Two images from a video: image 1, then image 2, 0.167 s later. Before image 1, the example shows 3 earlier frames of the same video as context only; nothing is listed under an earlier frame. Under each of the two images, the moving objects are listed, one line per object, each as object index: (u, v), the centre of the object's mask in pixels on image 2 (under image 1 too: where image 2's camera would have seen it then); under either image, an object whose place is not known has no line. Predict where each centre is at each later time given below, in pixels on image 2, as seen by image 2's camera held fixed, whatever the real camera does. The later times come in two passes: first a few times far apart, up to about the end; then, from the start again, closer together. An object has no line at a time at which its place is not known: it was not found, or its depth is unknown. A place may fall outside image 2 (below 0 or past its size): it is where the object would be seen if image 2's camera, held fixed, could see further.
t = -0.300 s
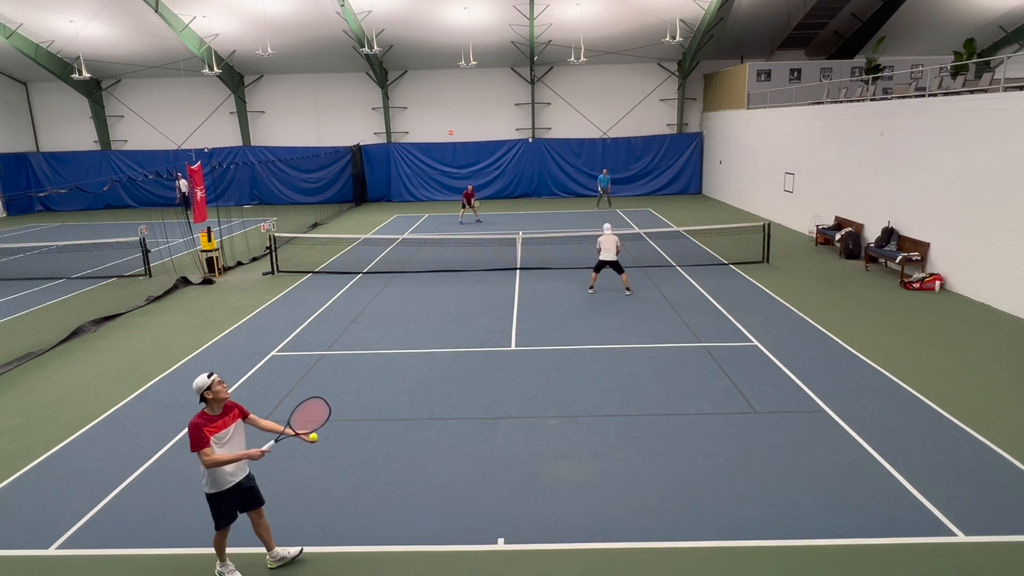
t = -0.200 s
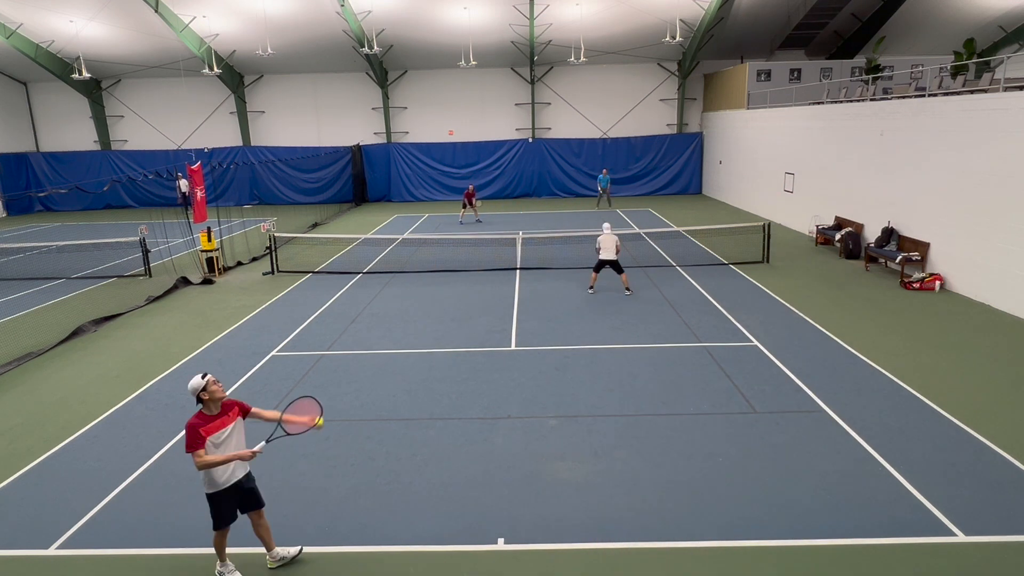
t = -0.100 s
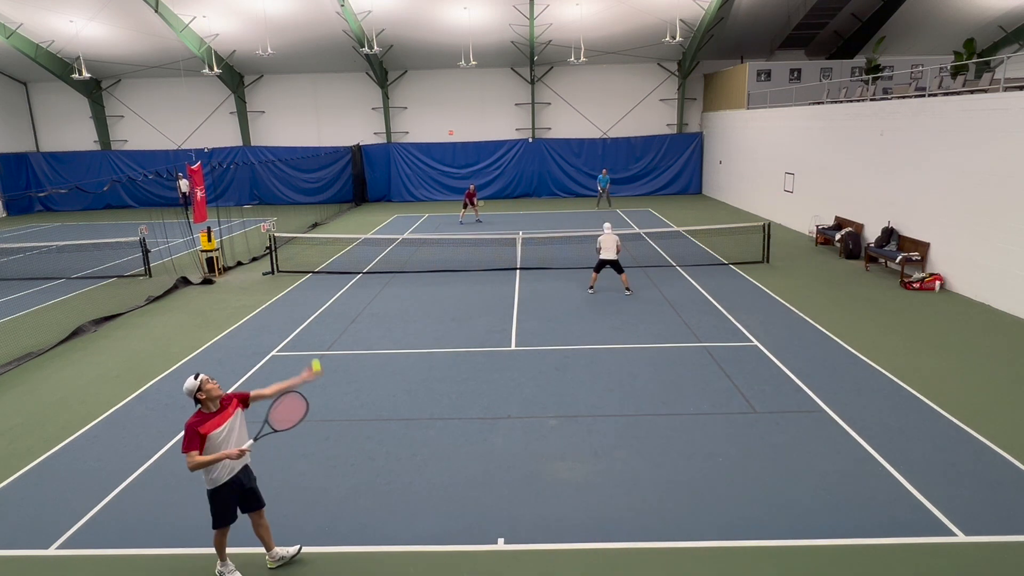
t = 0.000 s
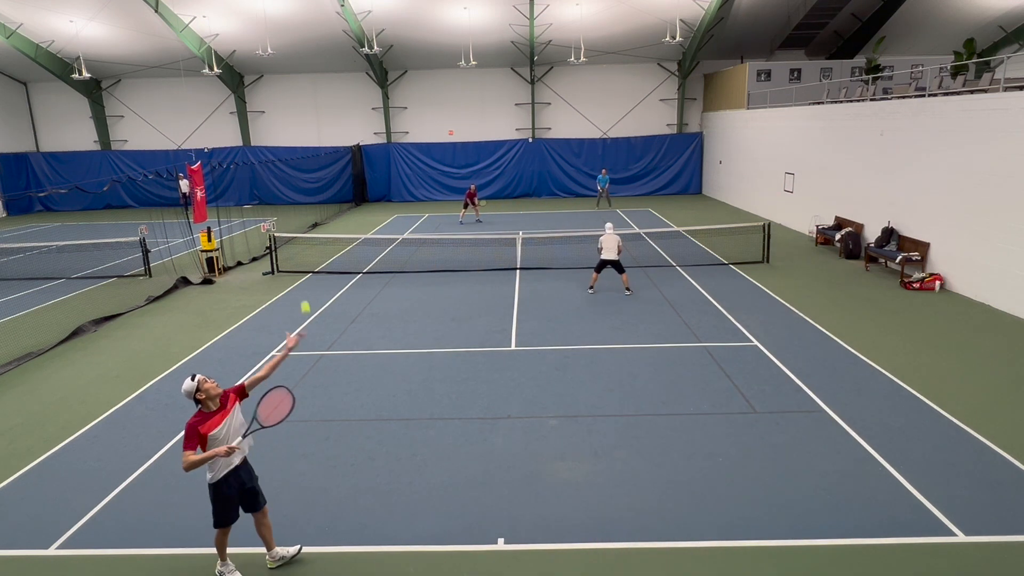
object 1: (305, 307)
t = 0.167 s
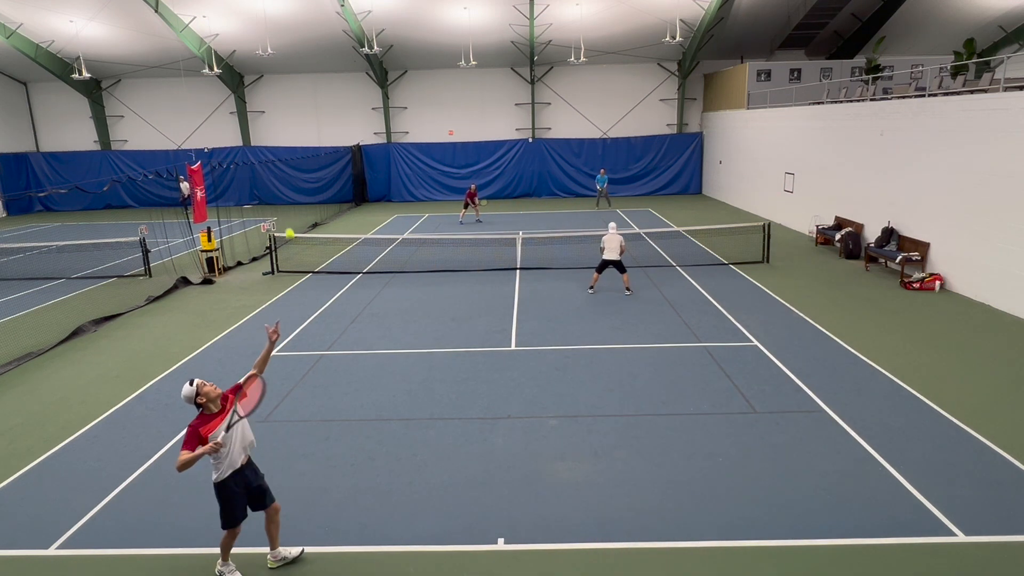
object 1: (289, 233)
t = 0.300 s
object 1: (279, 199)
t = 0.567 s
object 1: (267, 192)
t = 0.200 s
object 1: (287, 222)
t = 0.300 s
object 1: (279, 199)
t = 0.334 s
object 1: (277, 193)
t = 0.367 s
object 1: (275, 189)
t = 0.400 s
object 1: (274, 186)
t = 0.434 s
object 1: (272, 184)
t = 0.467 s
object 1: (270, 184)
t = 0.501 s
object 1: (269, 185)
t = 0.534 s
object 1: (268, 188)
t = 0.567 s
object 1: (267, 192)
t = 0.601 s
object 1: (266, 197)
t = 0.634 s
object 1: (265, 203)
